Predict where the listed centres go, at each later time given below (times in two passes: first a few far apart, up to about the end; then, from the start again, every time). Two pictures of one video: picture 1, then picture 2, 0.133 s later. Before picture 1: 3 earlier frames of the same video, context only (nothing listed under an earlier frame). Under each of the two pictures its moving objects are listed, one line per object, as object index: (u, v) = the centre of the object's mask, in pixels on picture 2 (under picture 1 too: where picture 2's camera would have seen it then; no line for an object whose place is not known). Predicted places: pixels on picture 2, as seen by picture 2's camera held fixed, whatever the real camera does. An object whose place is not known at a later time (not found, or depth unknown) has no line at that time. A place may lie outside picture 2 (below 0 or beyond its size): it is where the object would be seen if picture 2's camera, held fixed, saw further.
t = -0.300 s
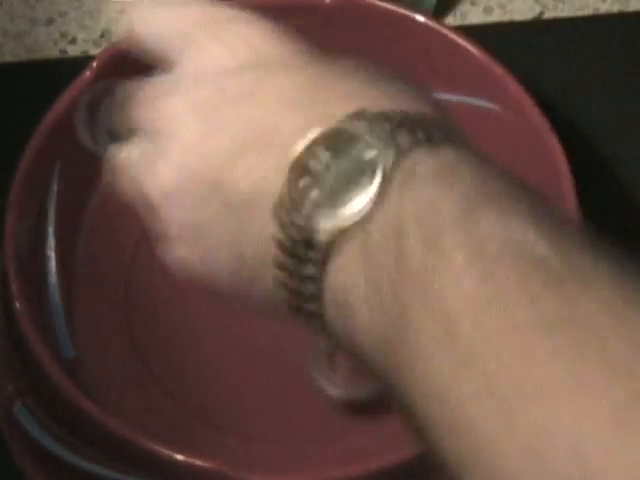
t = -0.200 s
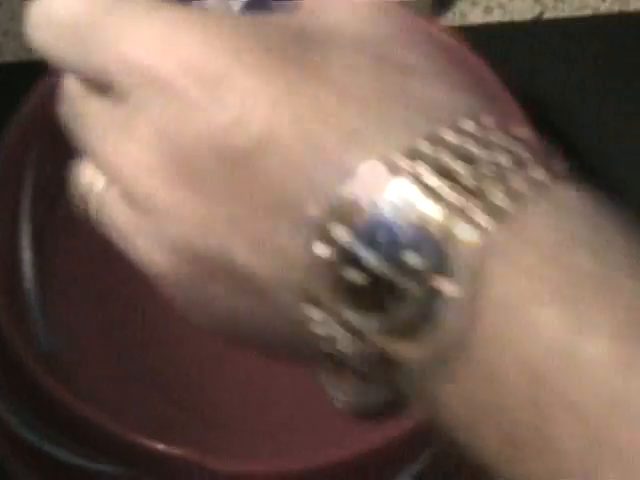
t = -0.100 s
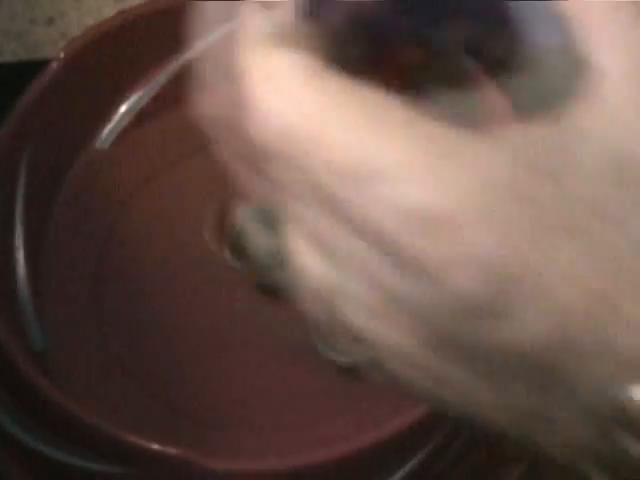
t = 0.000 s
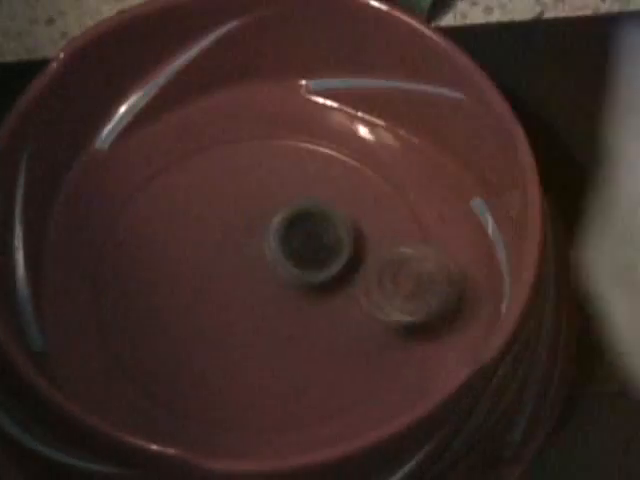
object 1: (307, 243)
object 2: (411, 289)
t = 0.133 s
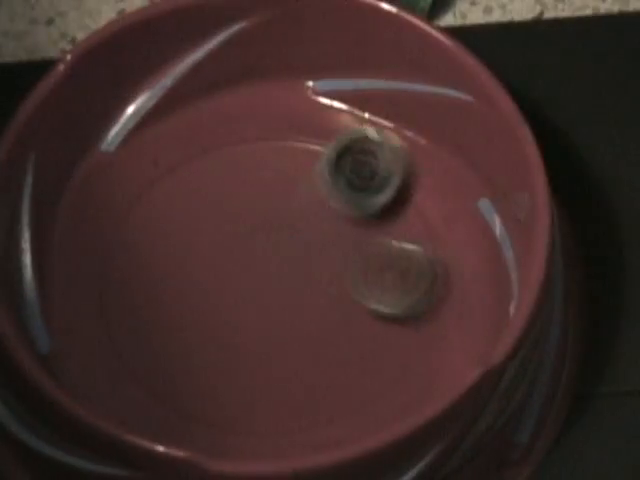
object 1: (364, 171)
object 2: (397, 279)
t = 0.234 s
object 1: (380, 127)
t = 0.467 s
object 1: (387, 116)
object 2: (166, 296)
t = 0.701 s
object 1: (451, 172)
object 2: (287, 411)
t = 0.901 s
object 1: (475, 232)
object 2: (402, 290)
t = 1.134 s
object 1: (434, 274)
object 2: (235, 176)
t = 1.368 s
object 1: (276, 251)
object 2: (125, 331)
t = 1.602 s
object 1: (160, 334)
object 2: (366, 379)
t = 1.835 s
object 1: (253, 373)
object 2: (360, 174)
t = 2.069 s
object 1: (292, 252)
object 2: (139, 205)
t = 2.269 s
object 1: (200, 175)
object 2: (206, 402)
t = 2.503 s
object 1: (145, 245)
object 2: (435, 246)
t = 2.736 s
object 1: (291, 296)
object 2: (158, 182)
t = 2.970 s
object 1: (390, 196)
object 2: (248, 414)
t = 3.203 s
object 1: (289, 165)
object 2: (407, 187)
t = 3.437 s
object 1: (234, 299)
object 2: (129, 217)
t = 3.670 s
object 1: (342, 377)
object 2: (278, 422)
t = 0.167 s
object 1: (370, 151)
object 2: (371, 269)
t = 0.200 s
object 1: (373, 139)
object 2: (343, 258)
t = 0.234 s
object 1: (380, 127)
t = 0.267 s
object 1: (387, 115)
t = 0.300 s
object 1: (385, 110)
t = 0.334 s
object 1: (383, 109)
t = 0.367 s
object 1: (382, 108)
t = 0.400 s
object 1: (381, 111)
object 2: (195, 257)
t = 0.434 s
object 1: (382, 113)
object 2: (174, 276)
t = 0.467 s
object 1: (387, 116)
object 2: (166, 296)
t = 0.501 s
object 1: (394, 120)
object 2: (160, 321)
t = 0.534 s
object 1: (401, 127)
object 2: (163, 344)
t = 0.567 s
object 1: (409, 134)
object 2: (169, 367)
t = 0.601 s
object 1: (420, 143)
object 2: (184, 388)
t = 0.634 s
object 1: (432, 153)
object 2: (212, 406)
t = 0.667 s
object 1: (442, 162)
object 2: (250, 413)
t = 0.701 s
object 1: (451, 172)
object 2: (287, 411)
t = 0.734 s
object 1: (461, 183)
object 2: (320, 403)
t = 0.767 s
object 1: (469, 192)
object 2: (351, 390)
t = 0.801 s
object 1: (469, 202)
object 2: (376, 371)
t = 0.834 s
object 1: (470, 211)
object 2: (393, 346)
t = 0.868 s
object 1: (473, 221)
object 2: (400, 318)
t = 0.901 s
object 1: (475, 232)
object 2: (402, 290)
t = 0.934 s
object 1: (473, 243)
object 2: (393, 262)
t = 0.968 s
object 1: (474, 253)
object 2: (378, 234)
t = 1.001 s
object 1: (474, 263)
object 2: (359, 212)
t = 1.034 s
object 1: (470, 267)
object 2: (333, 195)
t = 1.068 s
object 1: (461, 272)
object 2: (302, 181)
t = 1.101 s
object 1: (449, 274)
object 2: (267, 176)
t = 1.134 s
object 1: (434, 274)
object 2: (235, 176)
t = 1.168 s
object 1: (416, 272)
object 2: (199, 183)
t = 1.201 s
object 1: (396, 265)
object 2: (170, 195)
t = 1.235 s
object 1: (375, 257)
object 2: (143, 212)
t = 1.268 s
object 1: (351, 250)
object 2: (121, 234)
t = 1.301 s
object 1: (327, 248)
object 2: (110, 261)
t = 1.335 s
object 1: (302, 248)
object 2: (116, 300)
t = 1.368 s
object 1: (276, 251)
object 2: (125, 331)
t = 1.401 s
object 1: (253, 256)
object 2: (144, 362)
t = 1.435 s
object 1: (230, 266)
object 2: (178, 390)
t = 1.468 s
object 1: (209, 277)
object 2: (215, 406)
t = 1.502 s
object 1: (191, 291)
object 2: (261, 414)
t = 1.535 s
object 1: (177, 305)
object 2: (305, 410)
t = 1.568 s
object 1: (166, 319)
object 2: (337, 400)
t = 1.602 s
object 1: (160, 334)
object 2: (366, 379)
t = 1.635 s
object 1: (158, 346)
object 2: (389, 352)
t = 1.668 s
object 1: (162, 358)
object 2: (404, 322)
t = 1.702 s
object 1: (174, 367)
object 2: (411, 289)
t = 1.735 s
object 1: (195, 374)
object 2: (409, 254)
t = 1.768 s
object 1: (216, 378)
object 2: (399, 226)
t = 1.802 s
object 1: (235, 378)
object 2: (382, 198)
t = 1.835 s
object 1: (253, 373)
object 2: (360, 174)
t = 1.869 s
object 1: (268, 363)
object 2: (331, 155)
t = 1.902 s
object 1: (282, 350)
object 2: (298, 139)
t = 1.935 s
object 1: (292, 333)
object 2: (264, 132)
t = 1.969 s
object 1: (298, 313)
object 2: (231, 139)
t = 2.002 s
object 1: (300, 293)
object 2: (196, 155)
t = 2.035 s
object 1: (298, 272)
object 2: (162, 176)
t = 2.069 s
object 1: (292, 252)
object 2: (139, 205)
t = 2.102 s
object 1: (282, 234)
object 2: (122, 238)
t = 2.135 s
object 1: (269, 216)
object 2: (115, 280)
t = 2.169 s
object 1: (254, 201)
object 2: (120, 317)
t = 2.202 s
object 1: (237, 189)
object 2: (134, 348)
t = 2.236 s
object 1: (219, 181)
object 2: (160, 375)
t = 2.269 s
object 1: (200, 175)
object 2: (206, 402)
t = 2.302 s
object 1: (181, 173)
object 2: (255, 415)
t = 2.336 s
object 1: (165, 176)
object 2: (303, 413)
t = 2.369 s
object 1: (151, 183)
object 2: (346, 400)
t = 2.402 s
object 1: (142, 195)
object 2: (386, 375)
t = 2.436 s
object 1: (138, 210)
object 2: (418, 339)
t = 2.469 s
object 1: (138, 227)
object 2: (434, 297)
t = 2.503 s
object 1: (145, 245)
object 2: (435, 246)
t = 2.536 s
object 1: (157, 261)
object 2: (416, 201)
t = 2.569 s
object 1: (173, 275)
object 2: (382, 162)
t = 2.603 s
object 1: (193, 287)
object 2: (338, 144)
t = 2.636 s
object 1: (217, 296)
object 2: (290, 134)
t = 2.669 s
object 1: (241, 301)
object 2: (244, 136)
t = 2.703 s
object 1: (266, 301)
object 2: (195, 154)
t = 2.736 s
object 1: (291, 296)
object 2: (158, 182)
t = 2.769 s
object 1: (314, 288)
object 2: (130, 218)
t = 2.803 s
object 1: (336, 275)
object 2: (117, 259)
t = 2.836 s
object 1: (356, 261)
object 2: (116, 299)
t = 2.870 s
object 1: (370, 245)
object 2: (129, 341)
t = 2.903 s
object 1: (381, 228)
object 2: (150, 369)
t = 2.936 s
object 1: (387, 212)
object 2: (178, 388)
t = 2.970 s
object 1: (390, 196)
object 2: (248, 414)
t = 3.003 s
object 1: (388, 181)
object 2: (295, 413)
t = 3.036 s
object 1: (381, 167)
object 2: (354, 398)
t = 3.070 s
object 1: (366, 157)
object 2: (397, 366)
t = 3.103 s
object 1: (347, 151)
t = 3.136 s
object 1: (328, 150)
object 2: (436, 282)
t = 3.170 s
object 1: (308, 155)
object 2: (430, 230)
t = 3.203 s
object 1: (289, 165)
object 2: (407, 187)
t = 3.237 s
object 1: (271, 179)
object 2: (370, 159)
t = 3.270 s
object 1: (255, 197)
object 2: (326, 142)
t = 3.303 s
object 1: (243, 214)
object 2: (278, 133)
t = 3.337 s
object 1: (235, 235)
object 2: (237, 140)
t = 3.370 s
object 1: (230, 257)
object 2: (192, 157)
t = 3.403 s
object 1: (230, 279)
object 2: (157, 186)
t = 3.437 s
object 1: (234, 299)
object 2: (129, 217)
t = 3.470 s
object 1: (243, 320)
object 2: (115, 253)
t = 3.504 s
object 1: (254, 337)
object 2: (112, 290)
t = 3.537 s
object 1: (268, 353)
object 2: (126, 333)
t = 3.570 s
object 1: (284, 365)
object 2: (140, 358)
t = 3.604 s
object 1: (302, 373)
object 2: (164, 380)
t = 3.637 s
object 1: (319, 377)
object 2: (225, 412)
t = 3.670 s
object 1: (342, 377)
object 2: (278, 422)
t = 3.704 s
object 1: (382, 366)
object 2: (312, 412)
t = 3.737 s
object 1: (417, 353)
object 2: (344, 400)
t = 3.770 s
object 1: (442, 343)
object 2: (375, 381)
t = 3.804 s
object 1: (461, 328)
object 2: (394, 356)
